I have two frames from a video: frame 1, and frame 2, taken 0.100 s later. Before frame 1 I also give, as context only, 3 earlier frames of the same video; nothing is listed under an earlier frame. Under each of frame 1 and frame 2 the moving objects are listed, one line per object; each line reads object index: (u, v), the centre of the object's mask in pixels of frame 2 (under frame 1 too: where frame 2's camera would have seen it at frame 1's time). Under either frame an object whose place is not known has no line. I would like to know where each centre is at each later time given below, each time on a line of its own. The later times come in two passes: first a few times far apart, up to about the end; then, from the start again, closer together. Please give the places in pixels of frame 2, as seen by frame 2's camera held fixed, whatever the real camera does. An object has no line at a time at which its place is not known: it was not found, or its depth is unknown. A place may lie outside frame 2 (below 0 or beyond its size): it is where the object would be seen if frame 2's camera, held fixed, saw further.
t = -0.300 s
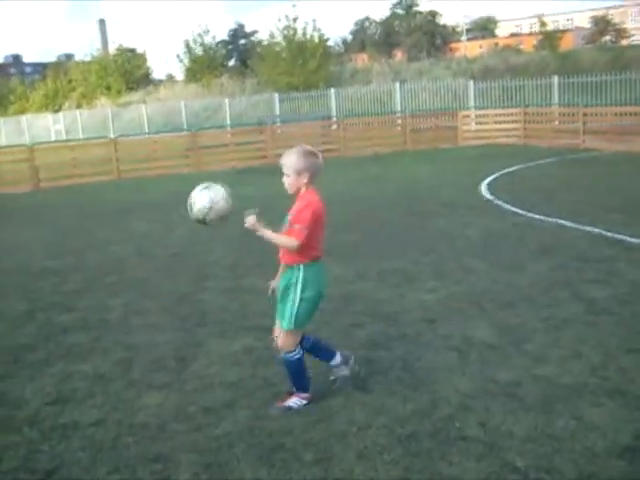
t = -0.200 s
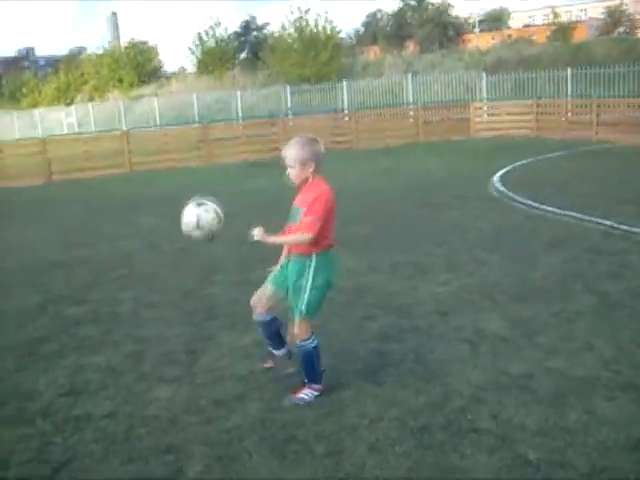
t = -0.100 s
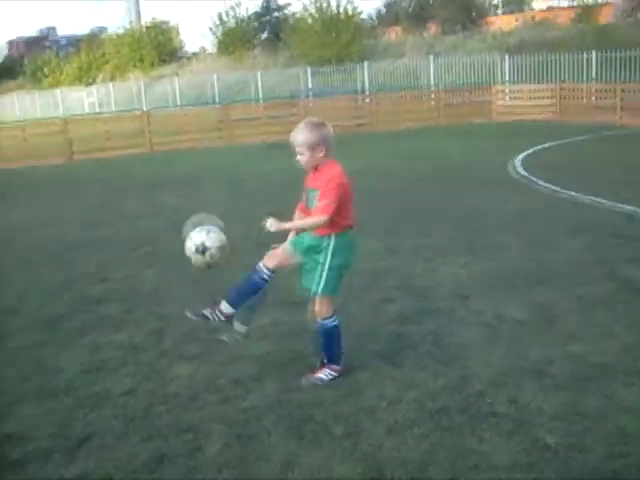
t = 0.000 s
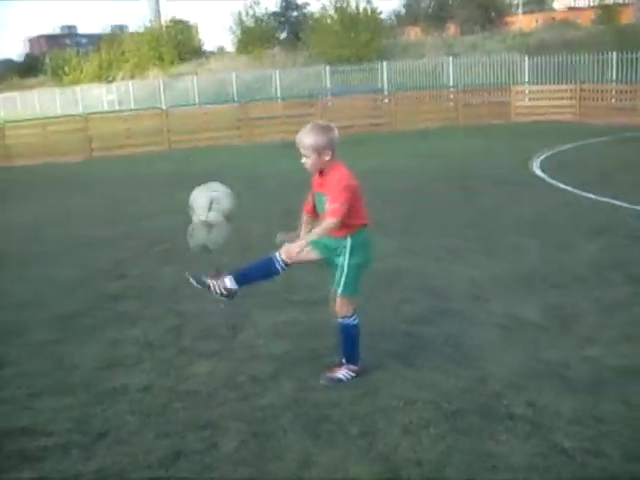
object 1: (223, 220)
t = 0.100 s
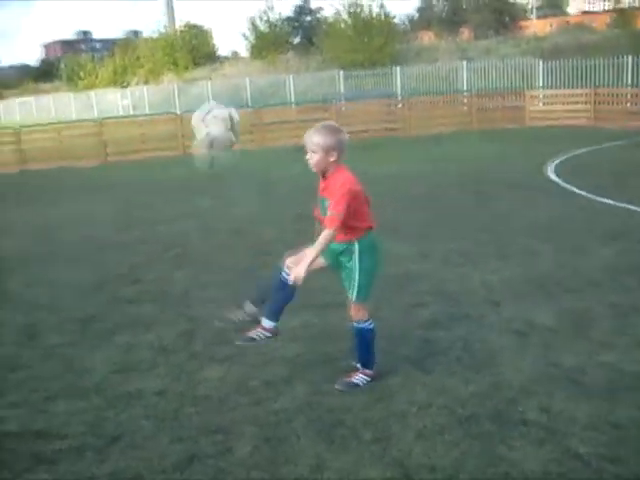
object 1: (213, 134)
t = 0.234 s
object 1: (204, 40)
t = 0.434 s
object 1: (191, -3)
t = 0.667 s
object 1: (185, 56)
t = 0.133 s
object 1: (210, 104)
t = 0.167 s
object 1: (209, 78)
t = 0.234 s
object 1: (204, 40)
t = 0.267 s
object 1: (202, 17)
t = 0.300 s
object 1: (199, 11)
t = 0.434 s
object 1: (191, -3)
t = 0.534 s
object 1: (187, 3)
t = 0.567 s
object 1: (186, 8)
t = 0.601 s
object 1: (184, 15)
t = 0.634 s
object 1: (186, 33)
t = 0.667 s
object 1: (185, 56)
